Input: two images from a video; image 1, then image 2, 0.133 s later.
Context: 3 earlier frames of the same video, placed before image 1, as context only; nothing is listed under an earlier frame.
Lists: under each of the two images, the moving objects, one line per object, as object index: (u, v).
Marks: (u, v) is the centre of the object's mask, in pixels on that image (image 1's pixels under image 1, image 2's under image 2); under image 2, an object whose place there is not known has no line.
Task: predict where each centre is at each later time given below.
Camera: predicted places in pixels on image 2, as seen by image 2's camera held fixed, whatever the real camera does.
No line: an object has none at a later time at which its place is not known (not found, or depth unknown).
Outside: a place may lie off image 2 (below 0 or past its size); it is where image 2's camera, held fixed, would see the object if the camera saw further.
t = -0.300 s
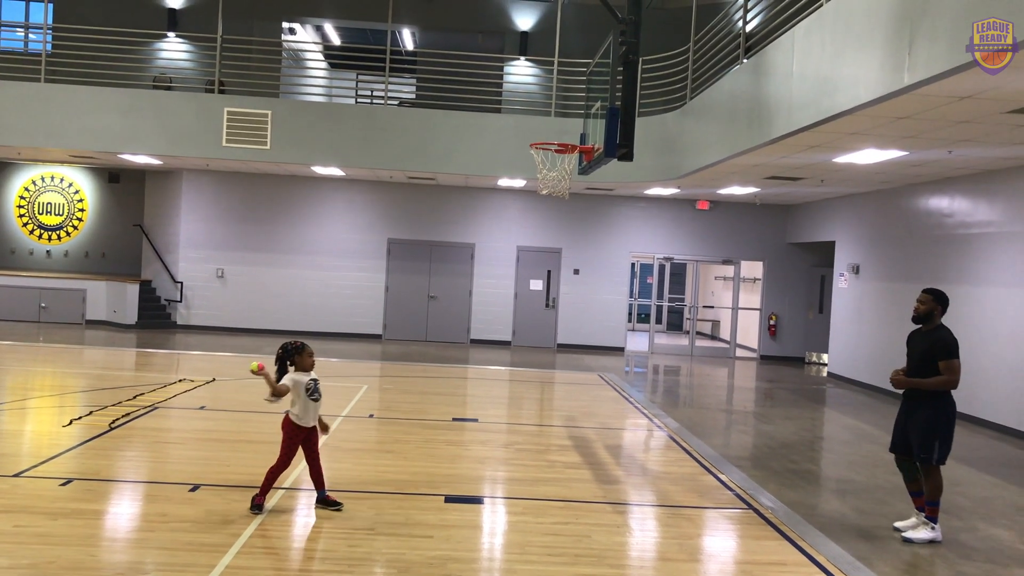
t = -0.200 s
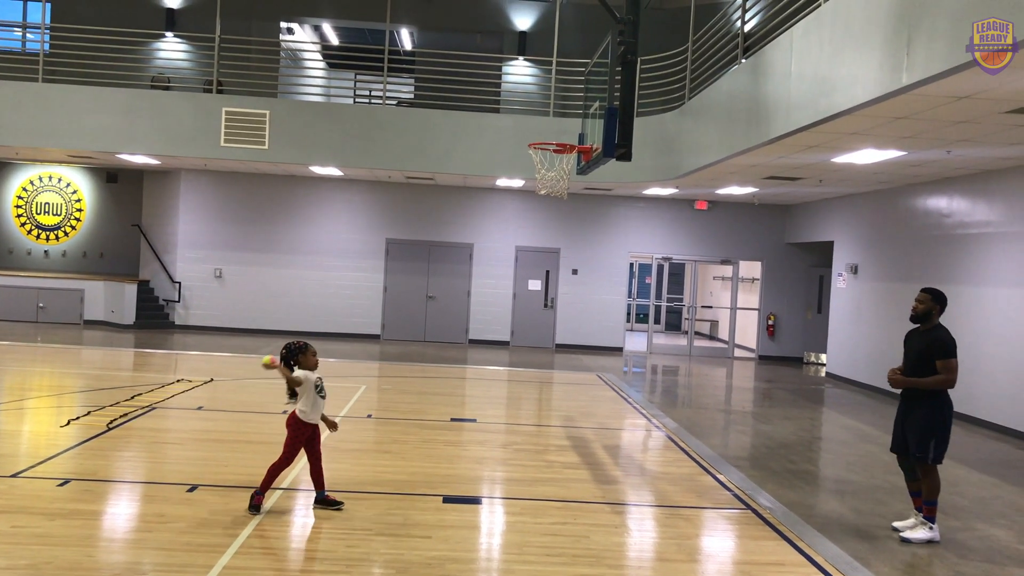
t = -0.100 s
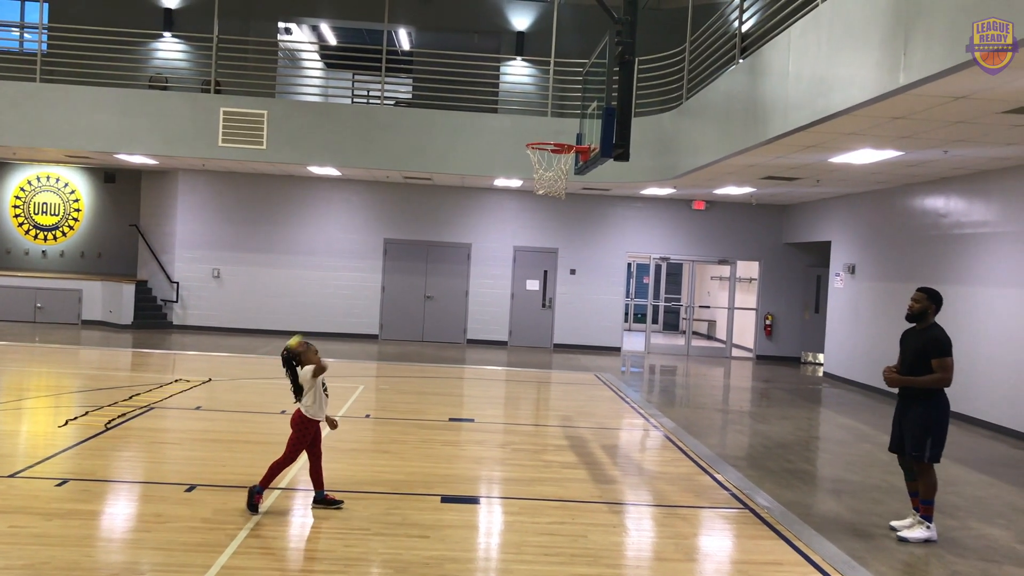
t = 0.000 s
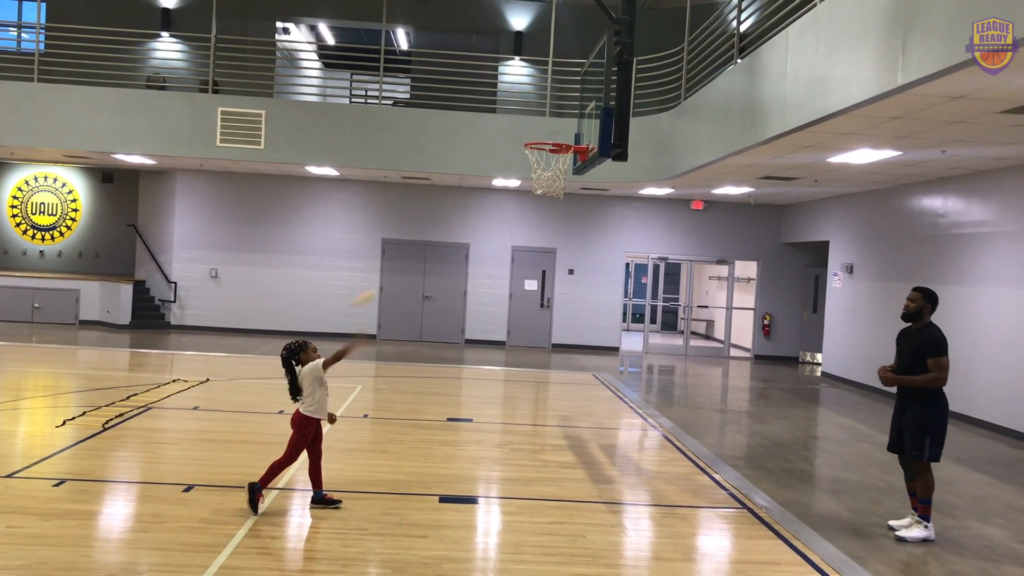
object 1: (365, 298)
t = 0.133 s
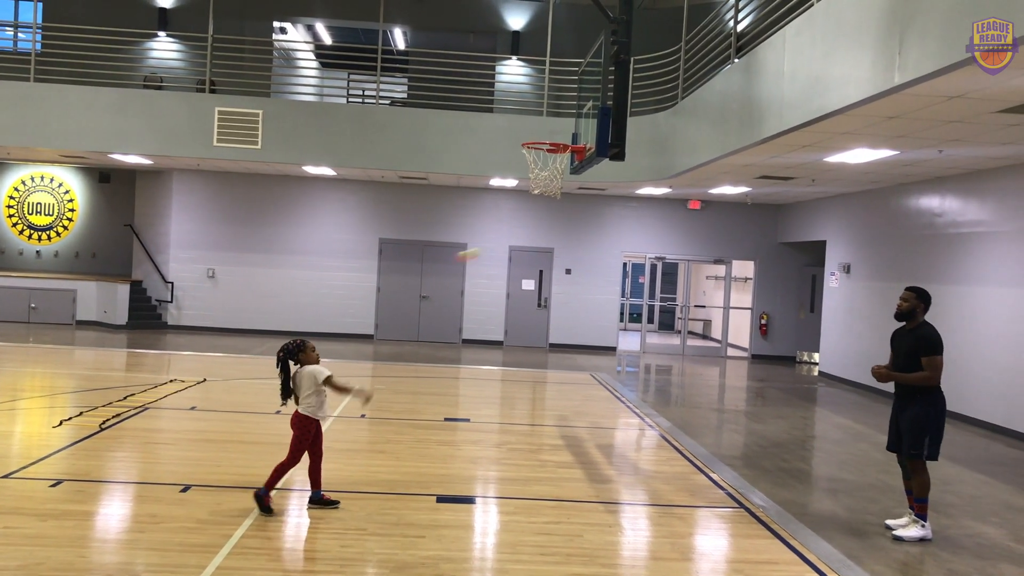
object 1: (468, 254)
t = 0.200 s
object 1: (520, 242)
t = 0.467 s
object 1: (712, 253)
